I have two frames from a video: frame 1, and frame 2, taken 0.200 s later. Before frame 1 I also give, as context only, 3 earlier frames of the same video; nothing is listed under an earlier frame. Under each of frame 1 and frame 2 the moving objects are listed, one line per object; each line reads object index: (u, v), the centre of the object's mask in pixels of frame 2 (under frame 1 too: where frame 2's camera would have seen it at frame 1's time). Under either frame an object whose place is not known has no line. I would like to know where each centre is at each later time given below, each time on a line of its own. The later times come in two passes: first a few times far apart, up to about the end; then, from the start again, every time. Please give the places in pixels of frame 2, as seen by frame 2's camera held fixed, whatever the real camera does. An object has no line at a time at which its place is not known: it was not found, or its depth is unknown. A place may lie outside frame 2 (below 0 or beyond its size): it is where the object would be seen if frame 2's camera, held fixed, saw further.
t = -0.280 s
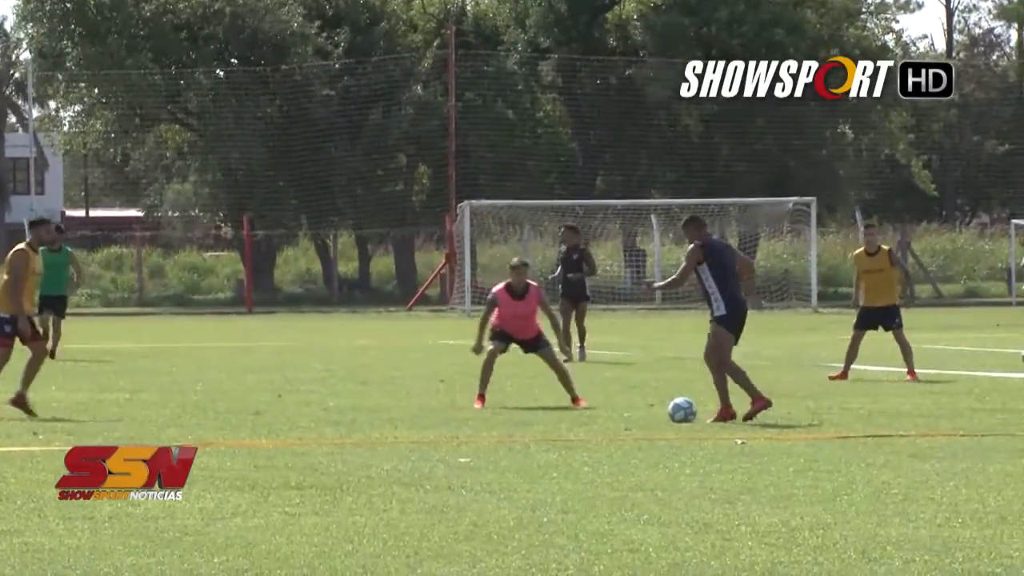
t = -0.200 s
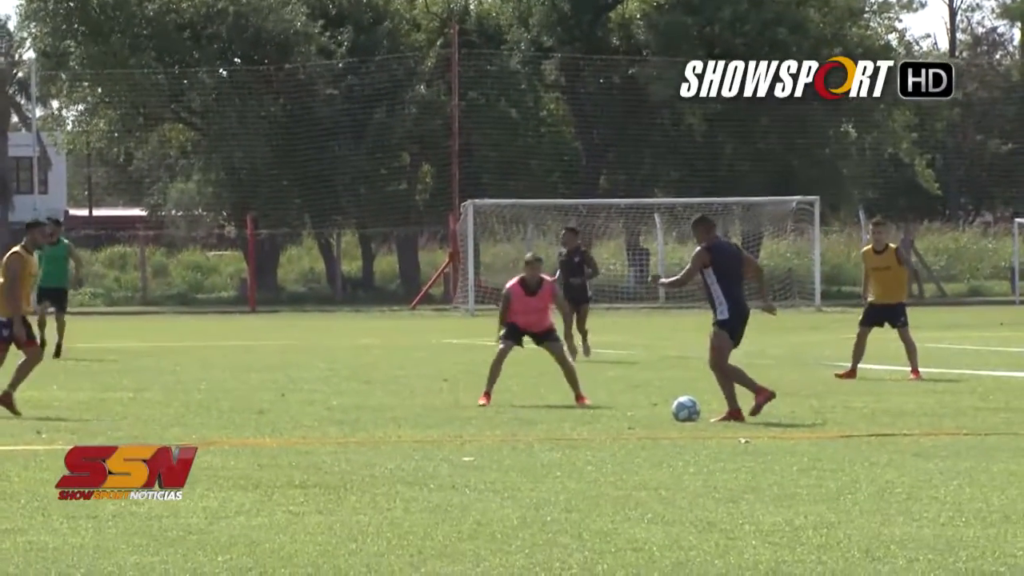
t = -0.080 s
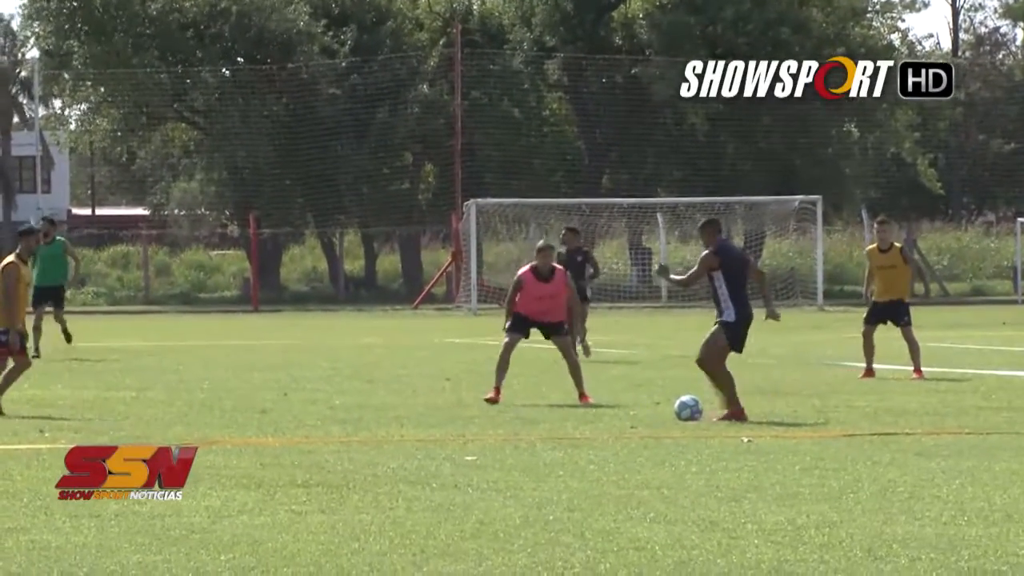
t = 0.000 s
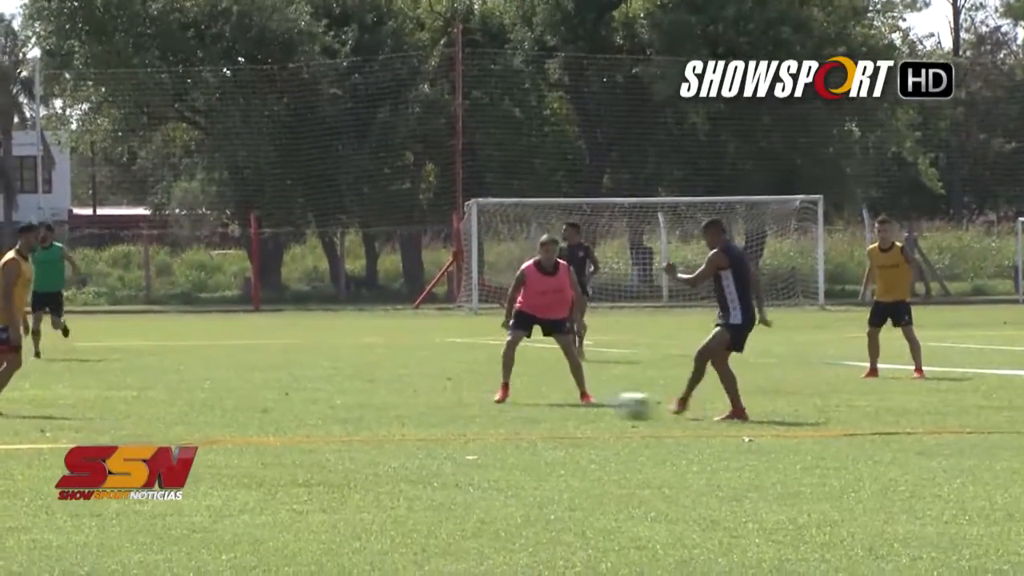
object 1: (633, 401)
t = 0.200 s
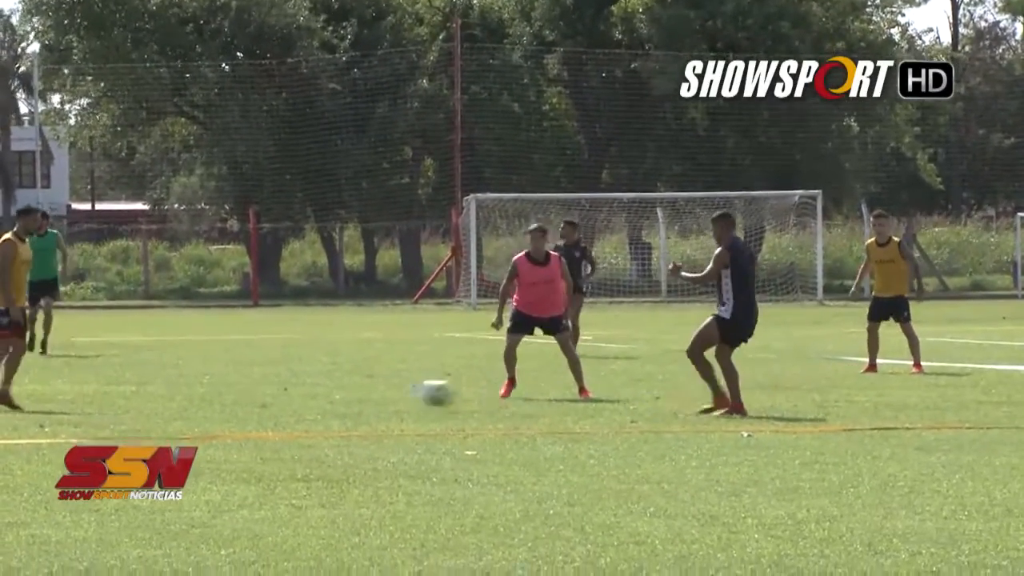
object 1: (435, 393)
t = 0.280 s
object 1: (364, 395)
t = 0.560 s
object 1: (148, 401)
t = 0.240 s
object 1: (399, 393)
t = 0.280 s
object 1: (364, 395)
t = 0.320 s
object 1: (328, 399)
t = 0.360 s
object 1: (297, 399)
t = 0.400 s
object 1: (266, 396)
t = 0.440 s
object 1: (236, 395)
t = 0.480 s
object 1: (206, 396)
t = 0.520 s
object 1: (177, 399)
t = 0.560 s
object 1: (148, 401)
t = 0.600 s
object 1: (124, 399)
